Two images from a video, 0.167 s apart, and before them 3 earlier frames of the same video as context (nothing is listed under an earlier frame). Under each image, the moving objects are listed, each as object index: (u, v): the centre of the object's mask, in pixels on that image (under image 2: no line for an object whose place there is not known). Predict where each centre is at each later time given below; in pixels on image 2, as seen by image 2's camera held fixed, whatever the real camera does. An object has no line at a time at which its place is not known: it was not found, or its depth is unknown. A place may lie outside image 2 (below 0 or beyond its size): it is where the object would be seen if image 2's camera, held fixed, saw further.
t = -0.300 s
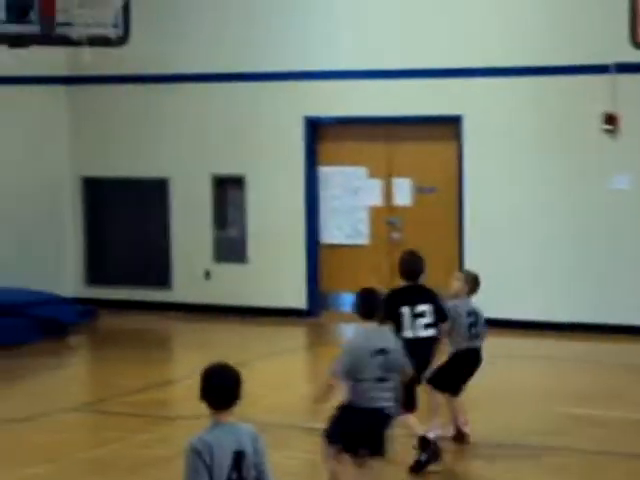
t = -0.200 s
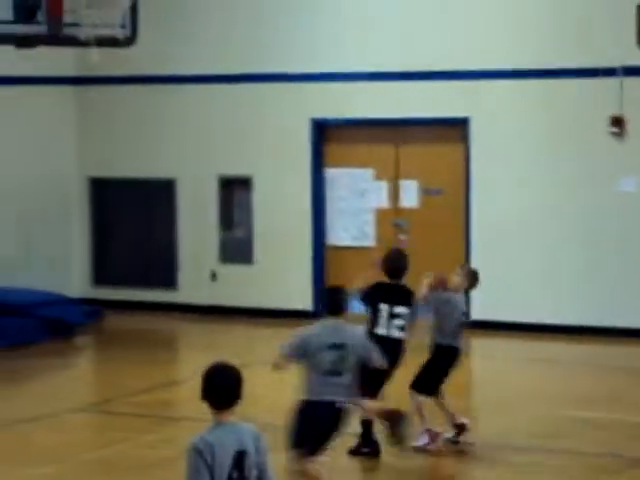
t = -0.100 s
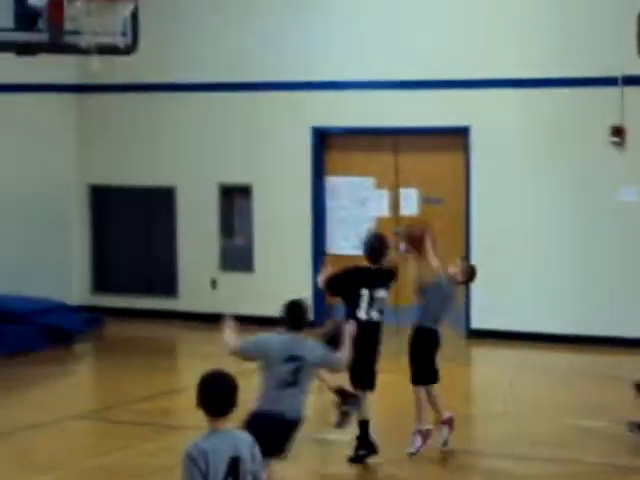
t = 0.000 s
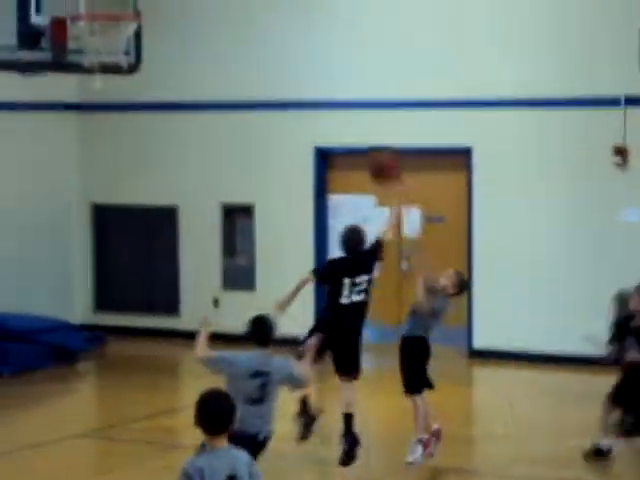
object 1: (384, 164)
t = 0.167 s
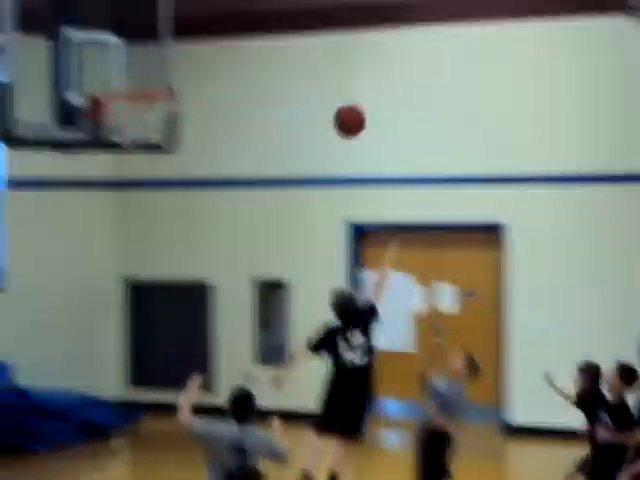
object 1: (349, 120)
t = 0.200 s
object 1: (337, 101)
